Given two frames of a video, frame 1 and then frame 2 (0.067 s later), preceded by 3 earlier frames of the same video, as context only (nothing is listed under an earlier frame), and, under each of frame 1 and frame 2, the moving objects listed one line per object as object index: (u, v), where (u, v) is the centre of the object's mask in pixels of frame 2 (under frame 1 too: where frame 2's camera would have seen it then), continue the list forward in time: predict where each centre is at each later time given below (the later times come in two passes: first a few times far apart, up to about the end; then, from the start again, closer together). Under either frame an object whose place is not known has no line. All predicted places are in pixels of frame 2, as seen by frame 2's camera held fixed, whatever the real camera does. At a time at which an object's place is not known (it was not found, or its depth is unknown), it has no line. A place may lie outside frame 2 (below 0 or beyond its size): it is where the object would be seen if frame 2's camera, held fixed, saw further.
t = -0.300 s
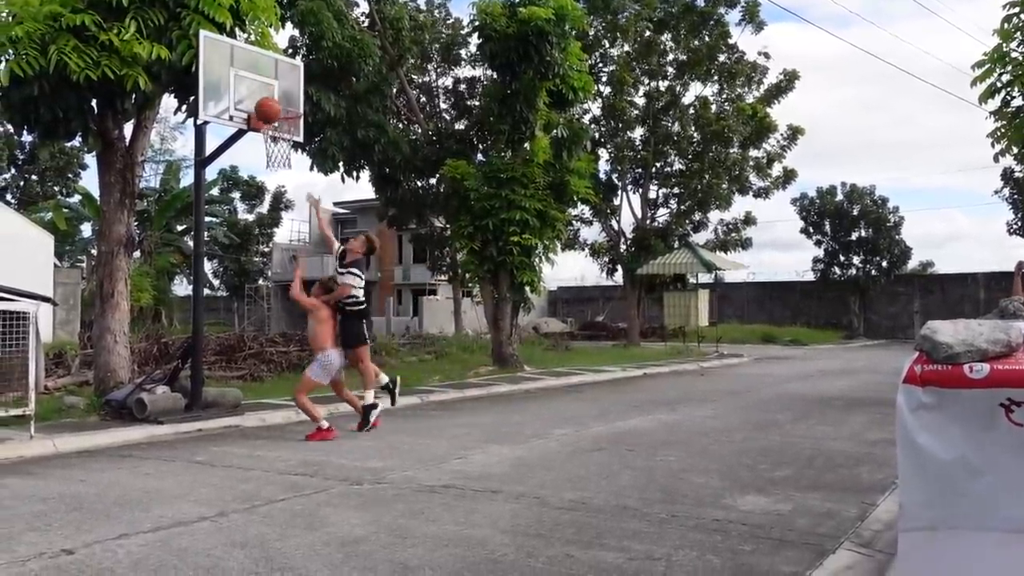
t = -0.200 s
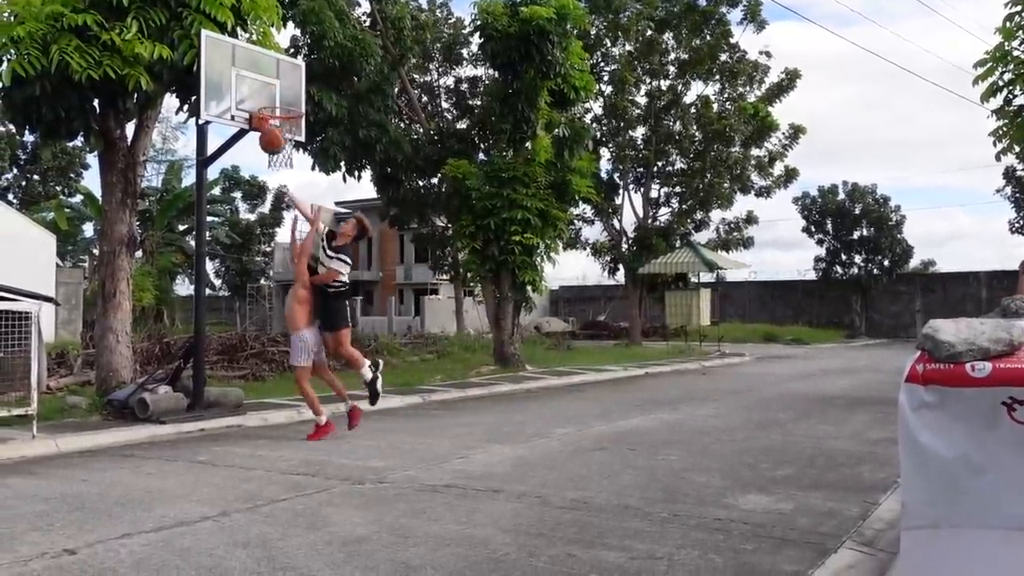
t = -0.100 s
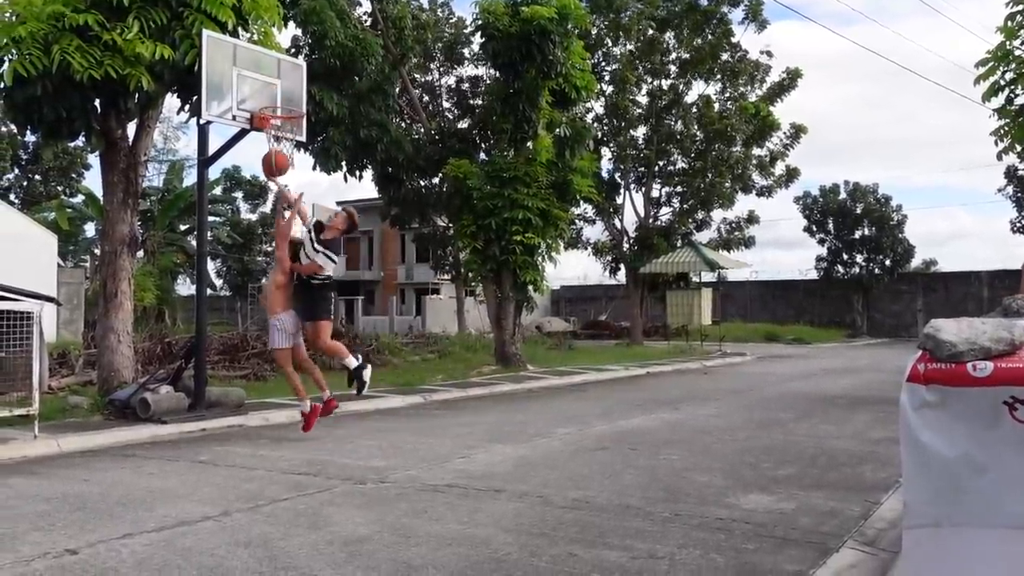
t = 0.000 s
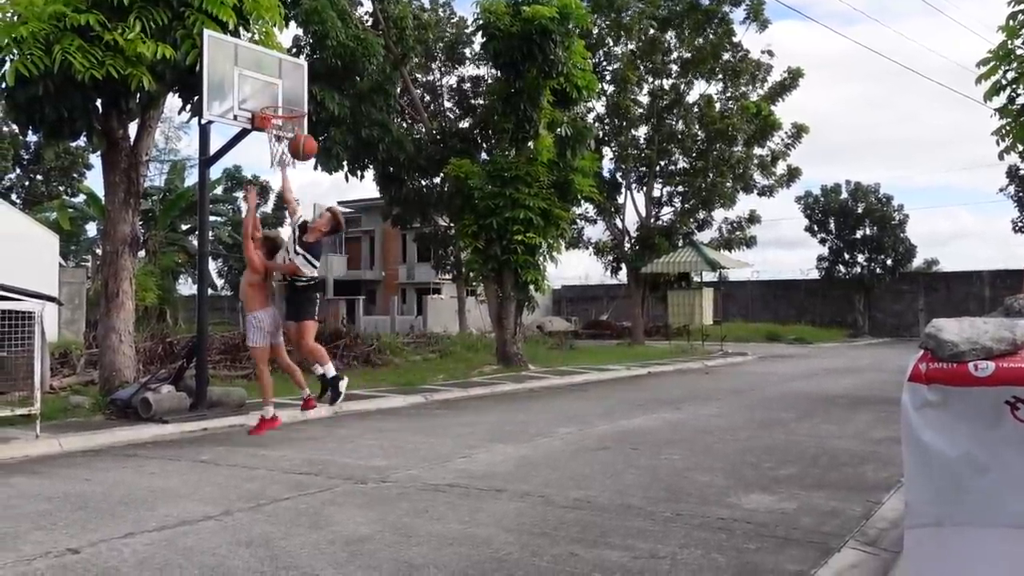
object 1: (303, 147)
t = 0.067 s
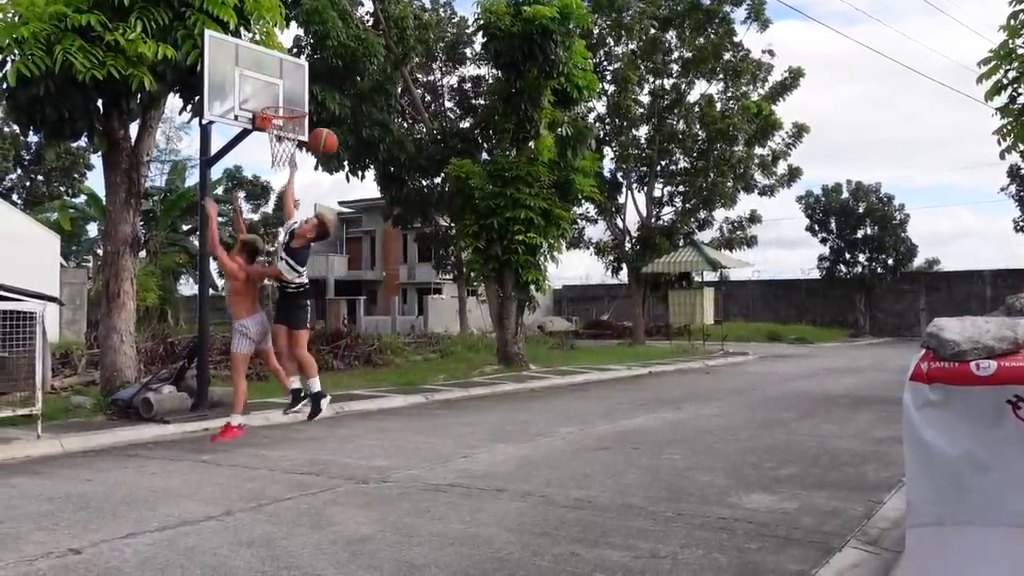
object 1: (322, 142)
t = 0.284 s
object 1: (390, 164)
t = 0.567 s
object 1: (488, 287)
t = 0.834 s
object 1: (581, 418)
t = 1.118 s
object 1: (663, 278)
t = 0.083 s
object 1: (327, 142)
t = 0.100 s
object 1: (333, 142)
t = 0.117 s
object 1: (337, 142)
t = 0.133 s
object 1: (343, 143)
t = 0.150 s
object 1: (348, 143)
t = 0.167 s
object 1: (354, 145)
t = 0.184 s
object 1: (358, 147)
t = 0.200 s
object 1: (363, 149)
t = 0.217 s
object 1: (369, 151)
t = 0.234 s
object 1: (374, 153)
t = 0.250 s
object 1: (379, 156)
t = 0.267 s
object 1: (385, 159)
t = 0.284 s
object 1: (390, 164)
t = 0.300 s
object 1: (395, 167)
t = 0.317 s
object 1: (401, 171)
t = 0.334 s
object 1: (406, 175)
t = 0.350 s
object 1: (412, 182)
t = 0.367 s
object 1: (417, 187)
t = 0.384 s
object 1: (423, 193)
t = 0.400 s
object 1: (429, 200)
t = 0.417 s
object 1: (435, 207)
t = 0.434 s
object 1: (441, 213)
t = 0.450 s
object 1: (447, 222)
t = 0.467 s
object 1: (452, 230)
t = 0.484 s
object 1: (457, 238)
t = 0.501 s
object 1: (464, 248)
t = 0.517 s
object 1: (470, 256)
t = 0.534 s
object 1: (476, 266)
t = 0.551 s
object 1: (481, 276)
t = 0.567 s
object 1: (488, 287)
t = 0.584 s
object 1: (494, 297)
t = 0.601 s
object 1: (500, 308)
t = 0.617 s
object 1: (507, 321)
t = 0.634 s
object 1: (513, 334)
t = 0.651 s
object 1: (520, 346)
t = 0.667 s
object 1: (525, 361)
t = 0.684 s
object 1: (531, 376)
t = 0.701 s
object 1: (536, 391)
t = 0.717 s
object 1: (543, 406)
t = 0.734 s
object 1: (550, 421)
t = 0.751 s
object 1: (556, 437)
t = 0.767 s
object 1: (564, 454)
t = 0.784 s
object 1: (568, 453)
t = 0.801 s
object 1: (572, 441)
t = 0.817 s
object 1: (576, 430)
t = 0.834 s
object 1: (581, 418)
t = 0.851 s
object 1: (586, 407)
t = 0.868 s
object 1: (590, 396)
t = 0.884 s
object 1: (595, 386)
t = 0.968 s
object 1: (619, 339)
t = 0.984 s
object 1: (624, 331)
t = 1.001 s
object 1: (632, 323)
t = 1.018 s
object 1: (632, 317)
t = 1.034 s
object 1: (639, 309)
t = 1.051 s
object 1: (644, 302)
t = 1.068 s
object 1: (649, 295)
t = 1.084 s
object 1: (653, 289)
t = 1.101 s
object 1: (658, 283)
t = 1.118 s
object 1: (663, 278)
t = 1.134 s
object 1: (668, 273)
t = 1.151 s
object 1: (672, 269)
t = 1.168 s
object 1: (678, 265)
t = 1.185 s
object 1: (683, 261)
